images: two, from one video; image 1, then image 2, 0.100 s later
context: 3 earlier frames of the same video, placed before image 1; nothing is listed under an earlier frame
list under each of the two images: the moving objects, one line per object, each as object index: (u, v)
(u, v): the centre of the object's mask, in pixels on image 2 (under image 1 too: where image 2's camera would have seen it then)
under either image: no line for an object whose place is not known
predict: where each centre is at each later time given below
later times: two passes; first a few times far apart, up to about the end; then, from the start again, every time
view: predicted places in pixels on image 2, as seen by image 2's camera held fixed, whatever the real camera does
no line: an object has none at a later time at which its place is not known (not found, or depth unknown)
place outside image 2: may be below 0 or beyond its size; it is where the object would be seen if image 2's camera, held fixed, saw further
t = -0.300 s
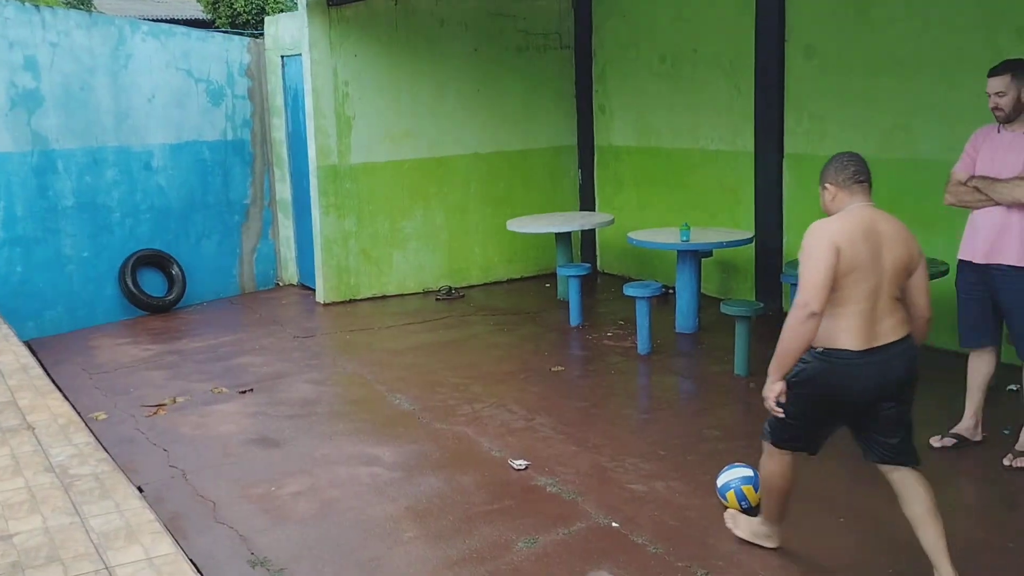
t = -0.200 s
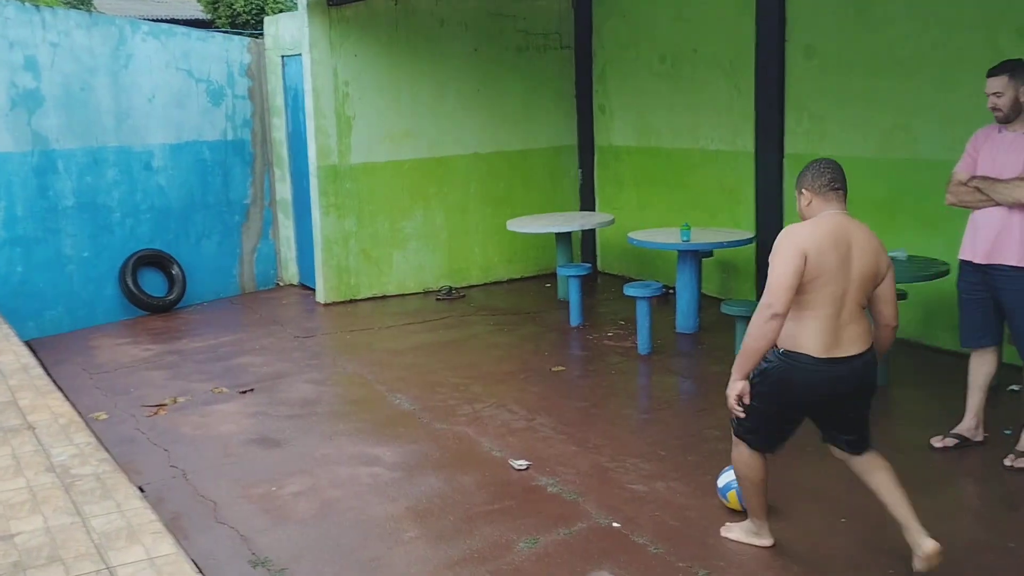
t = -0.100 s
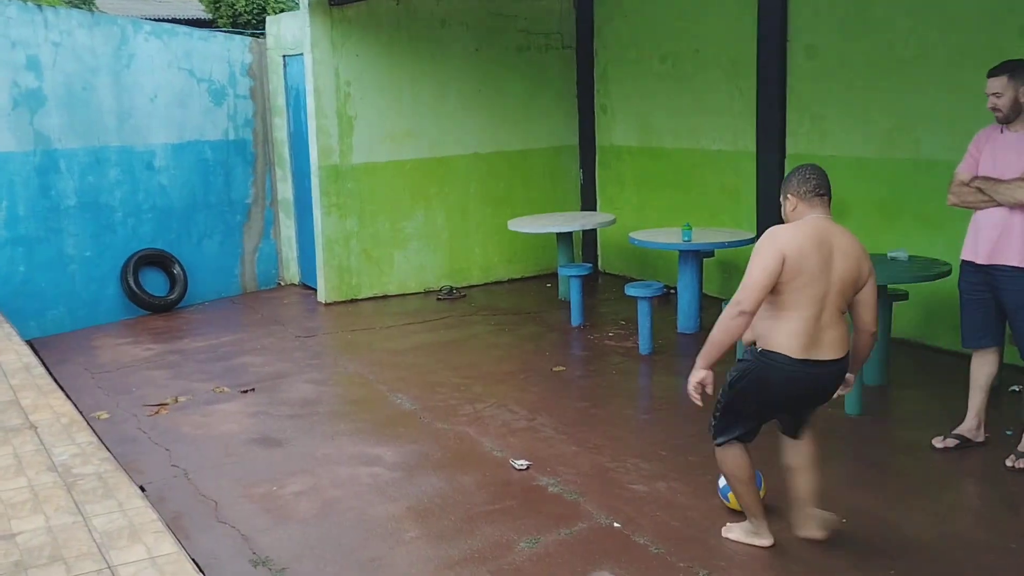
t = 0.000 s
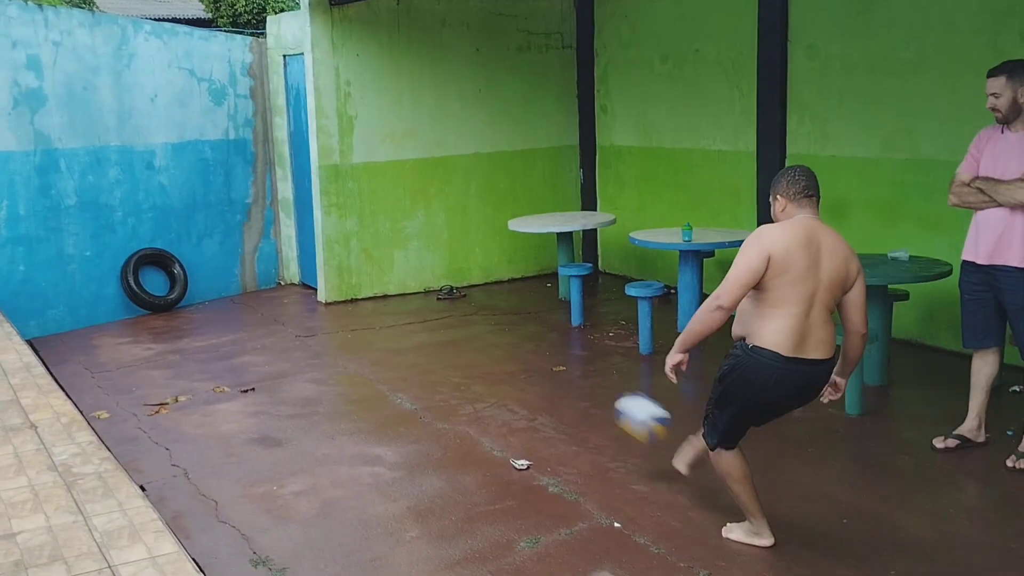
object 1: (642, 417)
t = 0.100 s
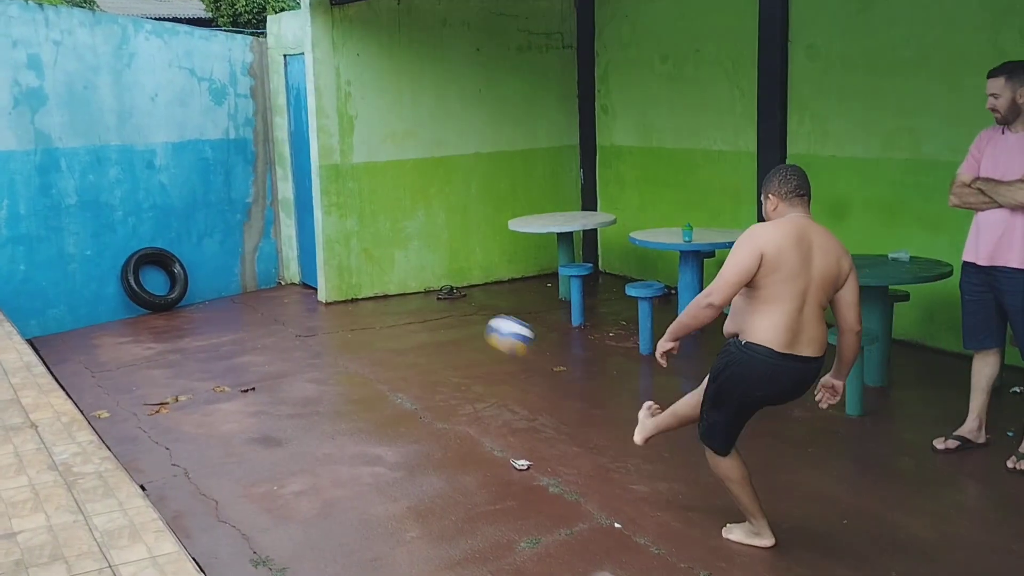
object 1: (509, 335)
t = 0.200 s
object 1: (404, 286)
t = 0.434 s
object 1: (228, 251)
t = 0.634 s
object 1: (149, 273)
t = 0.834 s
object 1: (196, 280)
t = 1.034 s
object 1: (236, 302)
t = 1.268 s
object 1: (269, 309)
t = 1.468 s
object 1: (301, 311)
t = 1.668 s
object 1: (334, 317)
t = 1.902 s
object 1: (373, 321)
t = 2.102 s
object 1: (406, 324)
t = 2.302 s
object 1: (440, 326)
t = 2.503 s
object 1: (473, 327)
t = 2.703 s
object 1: (508, 328)
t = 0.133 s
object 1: (471, 315)
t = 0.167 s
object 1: (436, 299)
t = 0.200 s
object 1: (404, 286)
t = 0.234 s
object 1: (374, 276)
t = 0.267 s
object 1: (345, 267)
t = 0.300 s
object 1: (317, 260)
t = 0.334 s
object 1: (293, 255)
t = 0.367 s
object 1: (269, 252)
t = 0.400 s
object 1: (248, 251)
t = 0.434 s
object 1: (228, 251)
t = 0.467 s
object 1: (209, 253)
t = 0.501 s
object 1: (191, 256)
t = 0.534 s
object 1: (174, 260)
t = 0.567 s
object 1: (158, 265)
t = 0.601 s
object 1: (144, 272)
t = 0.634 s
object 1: (149, 273)
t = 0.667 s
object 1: (159, 273)
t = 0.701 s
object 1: (171, 274)
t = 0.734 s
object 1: (177, 274)
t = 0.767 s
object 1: (184, 275)
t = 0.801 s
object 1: (190, 276)
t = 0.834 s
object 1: (196, 280)
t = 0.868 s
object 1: (204, 285)
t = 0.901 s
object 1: (209, 290)
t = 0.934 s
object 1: (216, 297)
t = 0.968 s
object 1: (224, 306)
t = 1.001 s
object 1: (231, 306)
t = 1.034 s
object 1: (236, 302)
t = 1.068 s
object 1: (240, 299)
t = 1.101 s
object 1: (245, 298)
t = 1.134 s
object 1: (250, 298)
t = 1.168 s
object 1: (254, 299)
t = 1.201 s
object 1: (259, 301)
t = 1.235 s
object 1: (264, 304)
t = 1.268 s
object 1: (269, 309)
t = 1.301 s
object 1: (275, 314)
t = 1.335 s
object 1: (280, 311)
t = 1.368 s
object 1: (285, 309)
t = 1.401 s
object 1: (291, 308)
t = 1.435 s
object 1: (295, 308)
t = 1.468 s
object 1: (301, 311)
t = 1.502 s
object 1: (306, 313)
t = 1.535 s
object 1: (311, 317)
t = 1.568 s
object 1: (316, 315)
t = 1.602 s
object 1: (321, 315)
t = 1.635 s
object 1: (328, 315)
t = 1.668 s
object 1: (334, 317)
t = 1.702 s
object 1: (340, 319)
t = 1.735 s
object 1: (346, 318)
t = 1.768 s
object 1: (350, 318)
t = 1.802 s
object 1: (356, 319)
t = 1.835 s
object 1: (362, 320)
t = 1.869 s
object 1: (367, 320)
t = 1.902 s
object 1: (373, 321)
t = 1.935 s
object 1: (378, 321)
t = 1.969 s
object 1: (383, 322)
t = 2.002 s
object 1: (388, 323)
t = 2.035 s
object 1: (394, 323)
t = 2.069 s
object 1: (399, 323)
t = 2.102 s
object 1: (406, 324)
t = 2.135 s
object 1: (412, 324)
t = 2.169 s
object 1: (417, 324)
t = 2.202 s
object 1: (423, 325)
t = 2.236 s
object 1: (429, 325)
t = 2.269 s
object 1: (434, 325)
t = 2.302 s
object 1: (440, 326)
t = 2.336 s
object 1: (445, 326)
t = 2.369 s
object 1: (450, 326)
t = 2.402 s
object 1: (456, 326)
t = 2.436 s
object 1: (461, 327)
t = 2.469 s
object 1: (466, 327)
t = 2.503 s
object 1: (473, 327)
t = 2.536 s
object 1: (479, 328)
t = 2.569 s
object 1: (484, 328)
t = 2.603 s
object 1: (490, 328)
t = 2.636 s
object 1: (496, 328)
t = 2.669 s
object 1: (502, 328)
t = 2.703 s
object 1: (508, 328)
